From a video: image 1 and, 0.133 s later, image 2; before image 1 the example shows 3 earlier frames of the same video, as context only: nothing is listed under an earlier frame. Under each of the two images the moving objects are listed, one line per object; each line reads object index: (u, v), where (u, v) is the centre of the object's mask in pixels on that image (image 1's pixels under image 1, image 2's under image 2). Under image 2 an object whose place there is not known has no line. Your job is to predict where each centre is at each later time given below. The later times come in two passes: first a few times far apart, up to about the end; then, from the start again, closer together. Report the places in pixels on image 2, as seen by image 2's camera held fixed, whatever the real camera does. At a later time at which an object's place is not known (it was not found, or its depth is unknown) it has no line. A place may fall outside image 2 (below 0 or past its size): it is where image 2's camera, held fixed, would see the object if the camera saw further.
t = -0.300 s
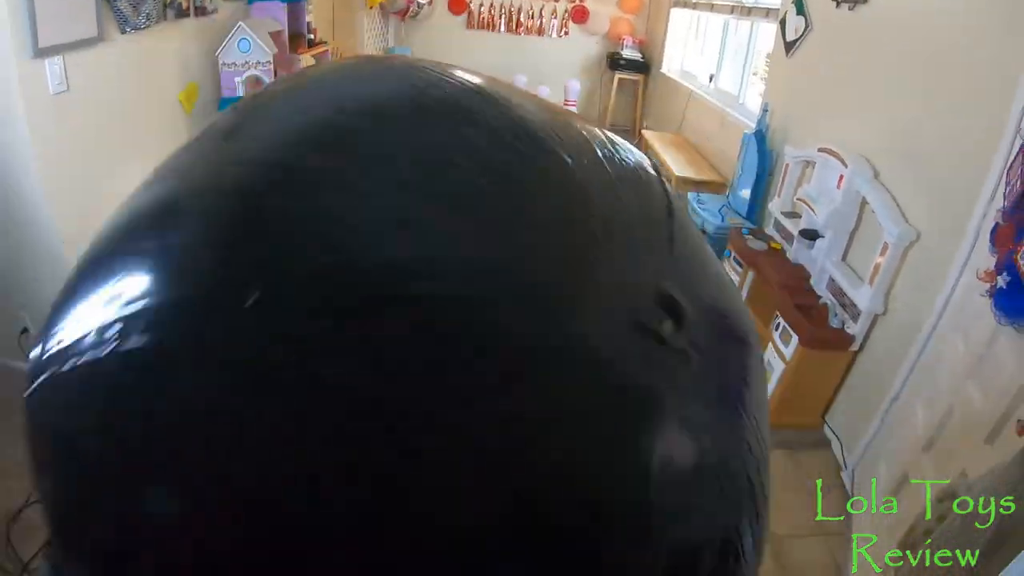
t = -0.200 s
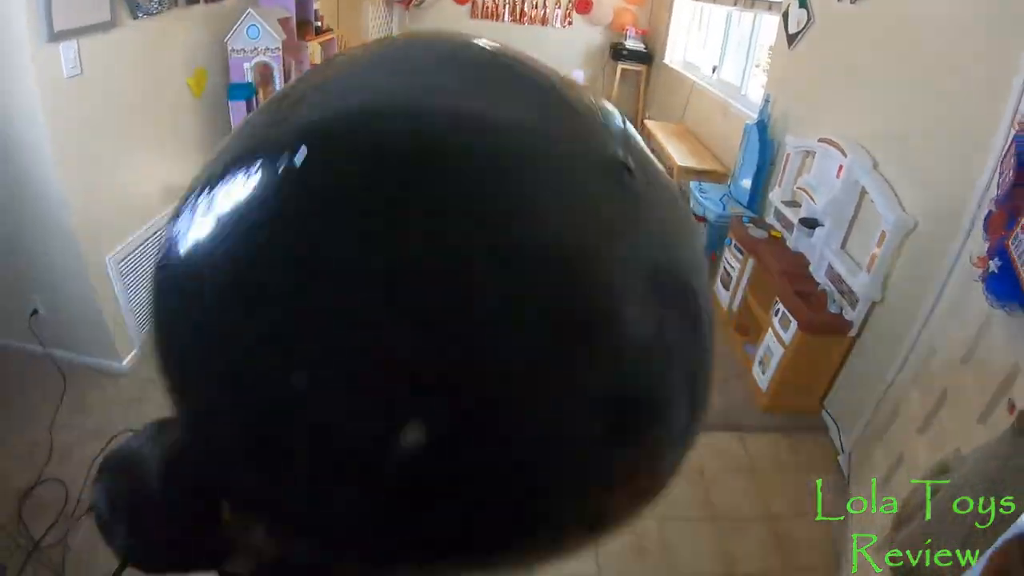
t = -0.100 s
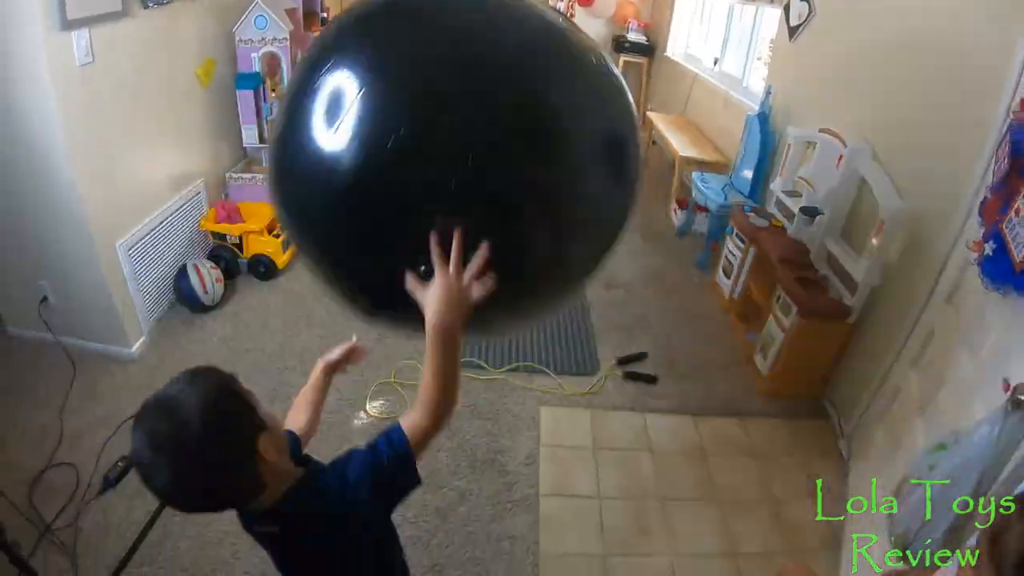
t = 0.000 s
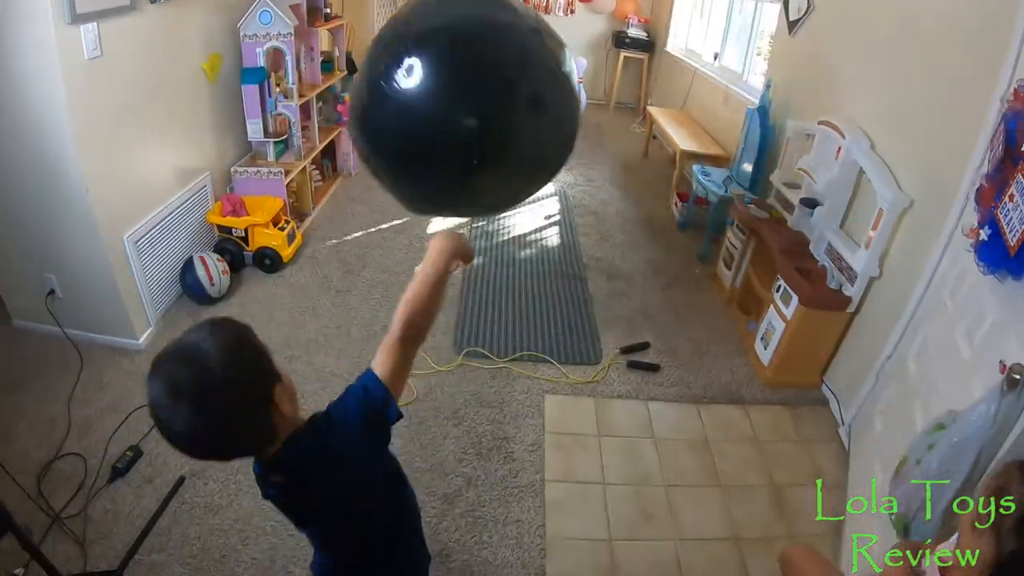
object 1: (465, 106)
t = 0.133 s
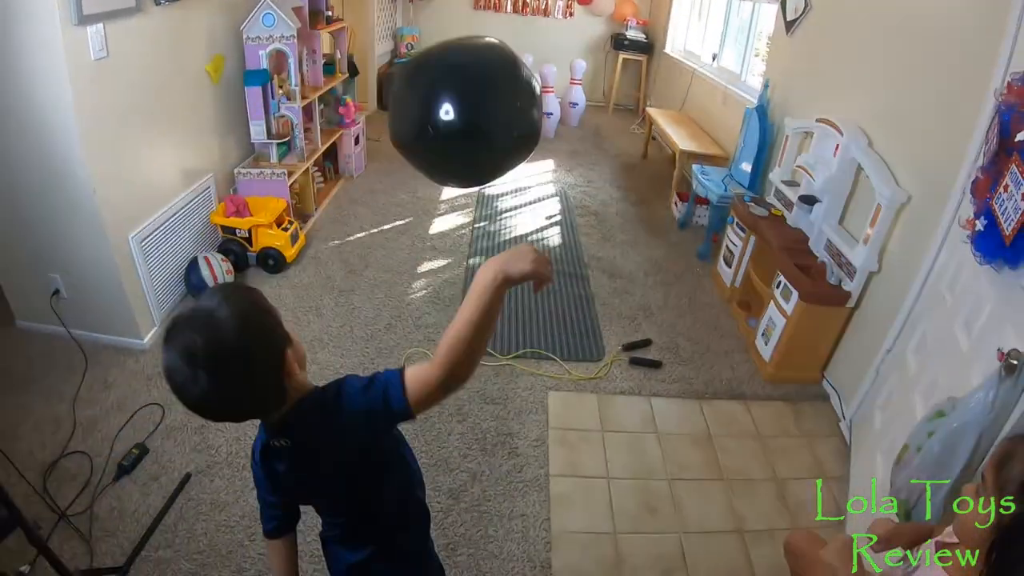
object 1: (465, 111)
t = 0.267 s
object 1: (458, 140)
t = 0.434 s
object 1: (453, 154)
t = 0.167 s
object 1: (463, 118)
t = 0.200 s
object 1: (461, 126)
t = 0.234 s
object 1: (459, 133)
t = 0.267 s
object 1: (458, 140)
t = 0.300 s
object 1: (457, 145)
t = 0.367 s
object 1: (456, 163)
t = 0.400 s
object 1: (455, 166)
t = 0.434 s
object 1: (453, 154)
